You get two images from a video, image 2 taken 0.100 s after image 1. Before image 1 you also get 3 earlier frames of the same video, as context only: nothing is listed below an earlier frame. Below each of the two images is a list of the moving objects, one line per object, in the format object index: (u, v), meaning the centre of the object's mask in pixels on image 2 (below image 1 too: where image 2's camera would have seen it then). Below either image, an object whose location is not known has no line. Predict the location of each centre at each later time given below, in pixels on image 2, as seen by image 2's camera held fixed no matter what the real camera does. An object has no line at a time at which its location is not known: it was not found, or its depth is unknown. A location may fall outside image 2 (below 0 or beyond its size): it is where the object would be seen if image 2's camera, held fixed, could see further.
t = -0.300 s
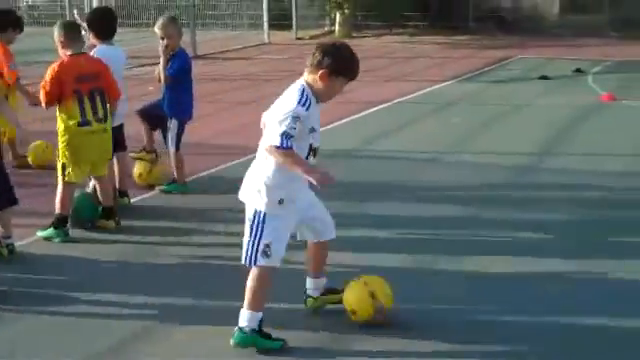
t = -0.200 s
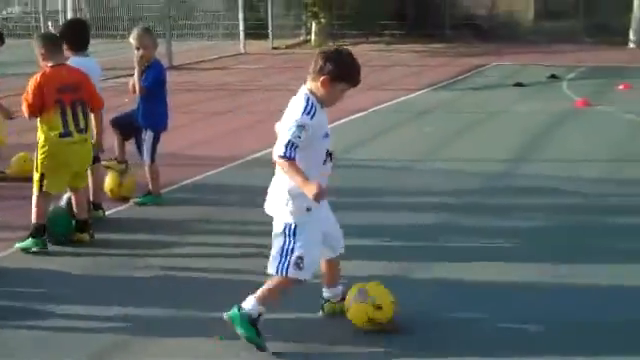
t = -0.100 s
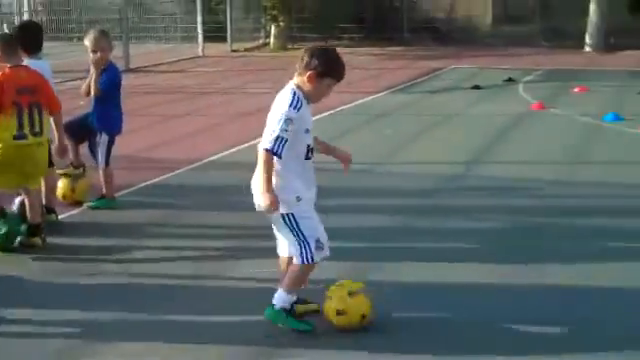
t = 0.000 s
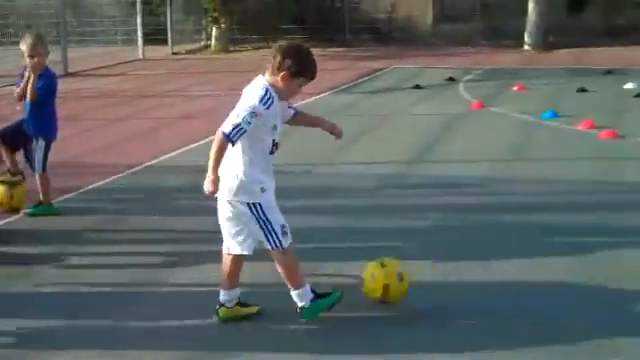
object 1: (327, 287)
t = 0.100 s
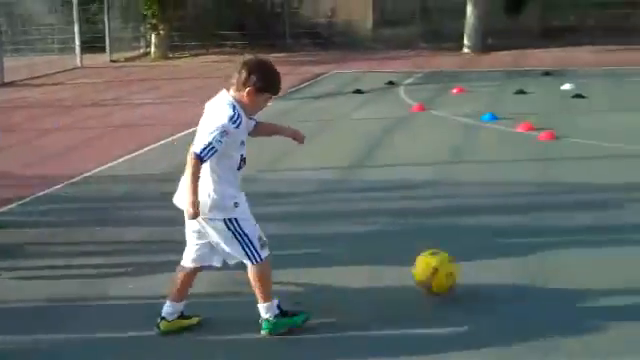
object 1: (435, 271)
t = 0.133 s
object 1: (468, 273)
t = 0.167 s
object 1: (493, 266)
